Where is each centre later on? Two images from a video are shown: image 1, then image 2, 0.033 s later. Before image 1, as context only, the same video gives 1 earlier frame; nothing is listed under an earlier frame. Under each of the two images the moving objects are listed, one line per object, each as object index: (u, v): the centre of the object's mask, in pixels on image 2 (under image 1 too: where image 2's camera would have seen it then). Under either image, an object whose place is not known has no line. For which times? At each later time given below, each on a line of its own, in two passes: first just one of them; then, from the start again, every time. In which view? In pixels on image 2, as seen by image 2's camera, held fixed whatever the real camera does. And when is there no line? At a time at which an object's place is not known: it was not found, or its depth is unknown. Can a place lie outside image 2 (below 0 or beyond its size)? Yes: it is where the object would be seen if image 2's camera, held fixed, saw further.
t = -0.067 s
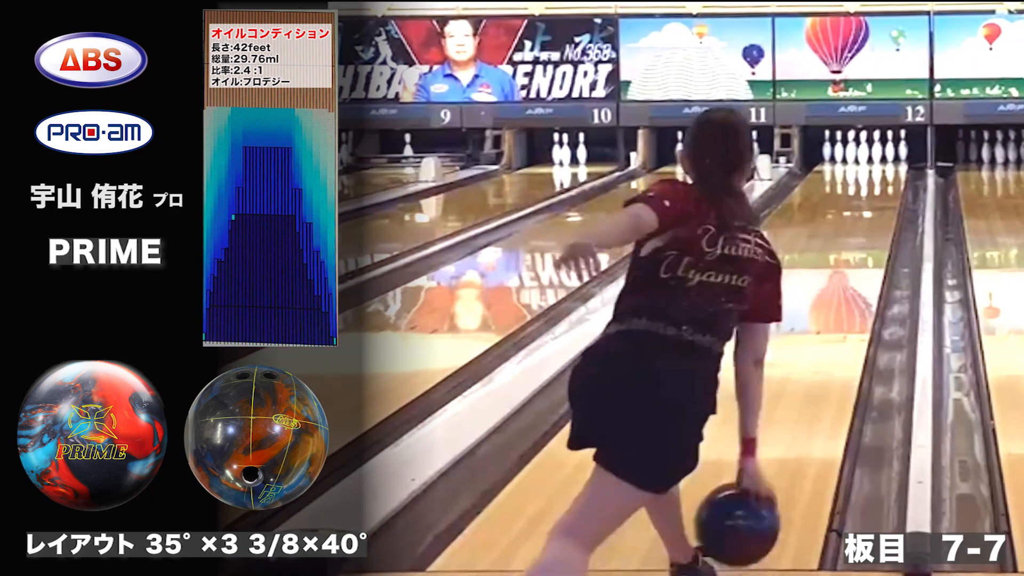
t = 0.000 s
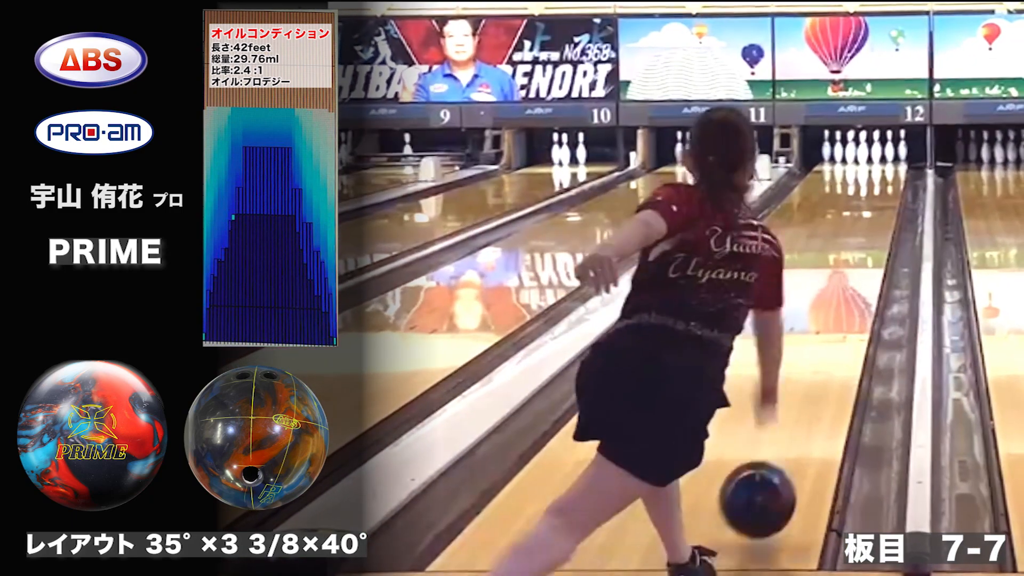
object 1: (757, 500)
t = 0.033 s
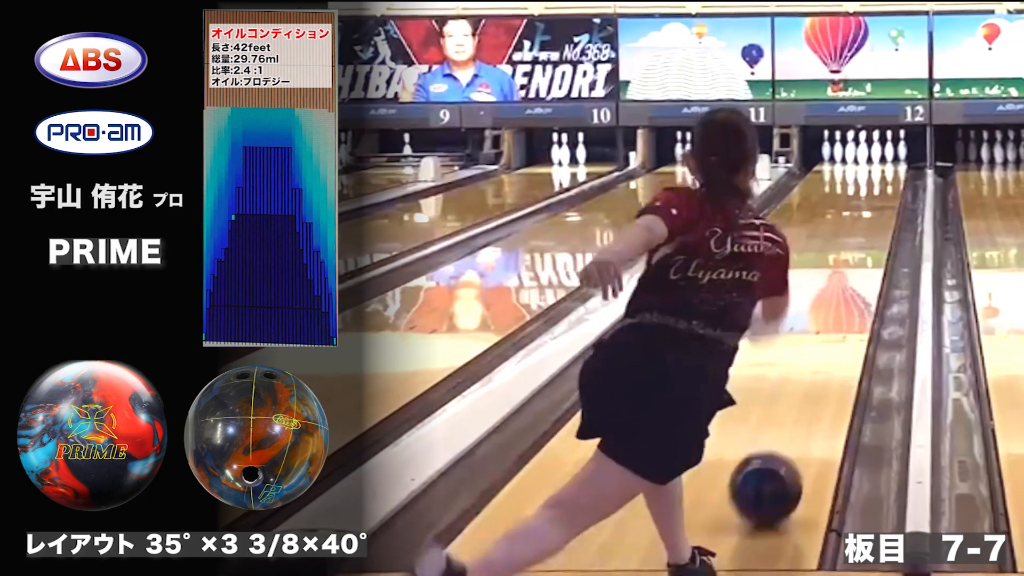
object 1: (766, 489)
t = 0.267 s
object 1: (806, 384)
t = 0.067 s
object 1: (773, 469)
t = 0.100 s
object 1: (780, 453)
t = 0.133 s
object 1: (786, 437)
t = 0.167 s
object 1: (791, 422)
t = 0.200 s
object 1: (797, 408)
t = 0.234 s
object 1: (802, 396)
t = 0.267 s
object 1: (806, 384)
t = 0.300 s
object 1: (811, 374)
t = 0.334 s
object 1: (814, 363)
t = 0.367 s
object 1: (818, 354)
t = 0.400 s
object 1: (822, 345)
